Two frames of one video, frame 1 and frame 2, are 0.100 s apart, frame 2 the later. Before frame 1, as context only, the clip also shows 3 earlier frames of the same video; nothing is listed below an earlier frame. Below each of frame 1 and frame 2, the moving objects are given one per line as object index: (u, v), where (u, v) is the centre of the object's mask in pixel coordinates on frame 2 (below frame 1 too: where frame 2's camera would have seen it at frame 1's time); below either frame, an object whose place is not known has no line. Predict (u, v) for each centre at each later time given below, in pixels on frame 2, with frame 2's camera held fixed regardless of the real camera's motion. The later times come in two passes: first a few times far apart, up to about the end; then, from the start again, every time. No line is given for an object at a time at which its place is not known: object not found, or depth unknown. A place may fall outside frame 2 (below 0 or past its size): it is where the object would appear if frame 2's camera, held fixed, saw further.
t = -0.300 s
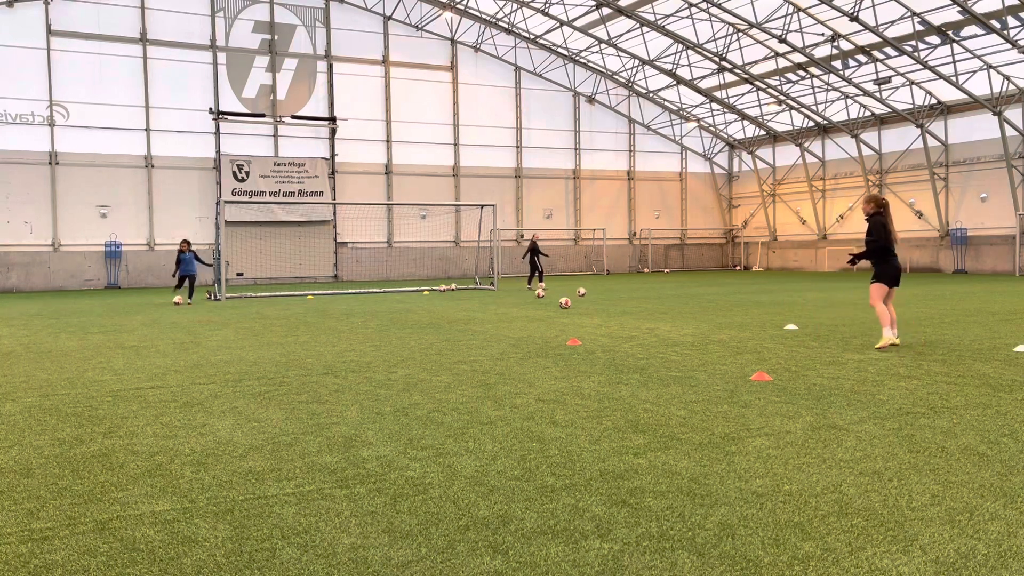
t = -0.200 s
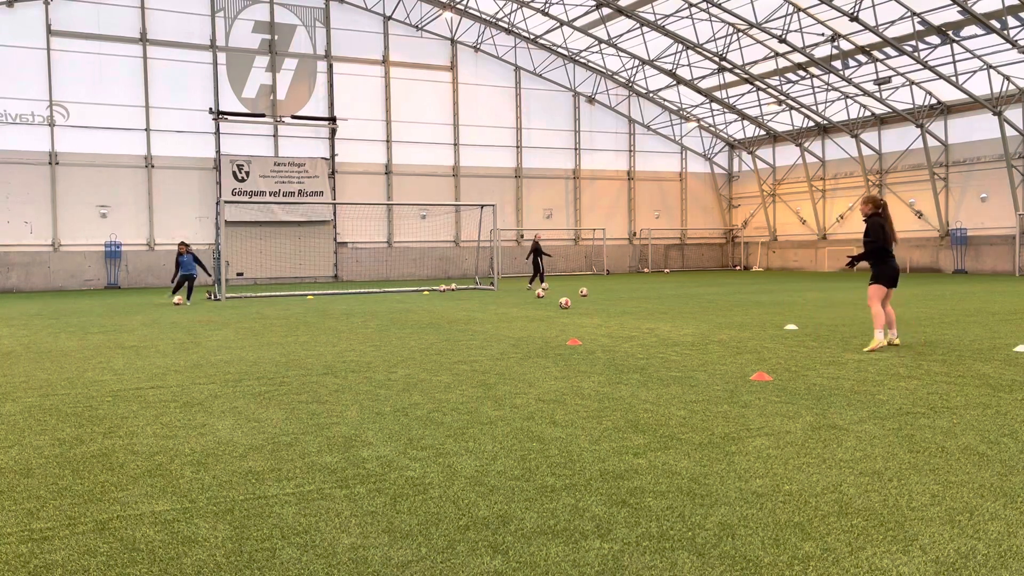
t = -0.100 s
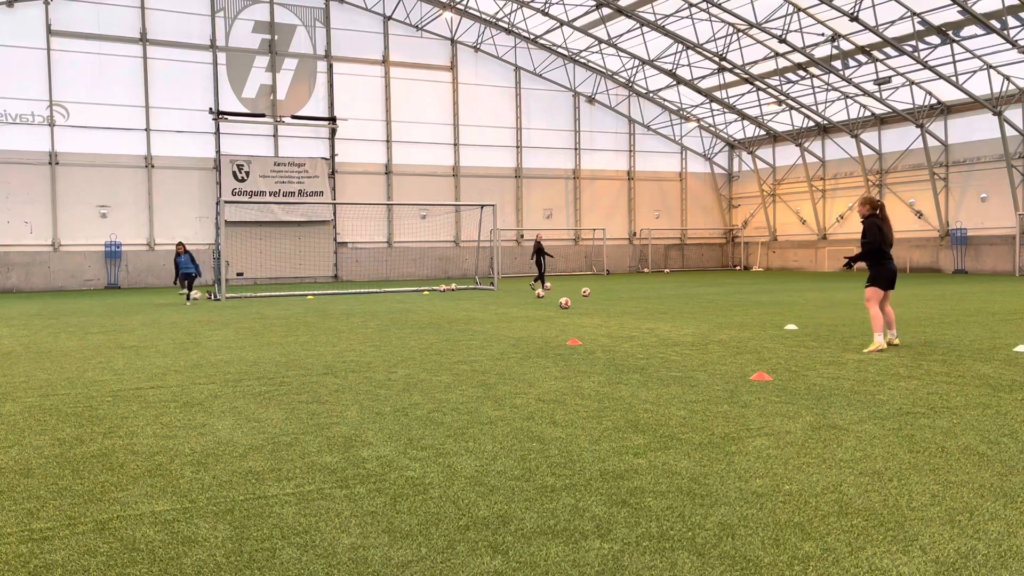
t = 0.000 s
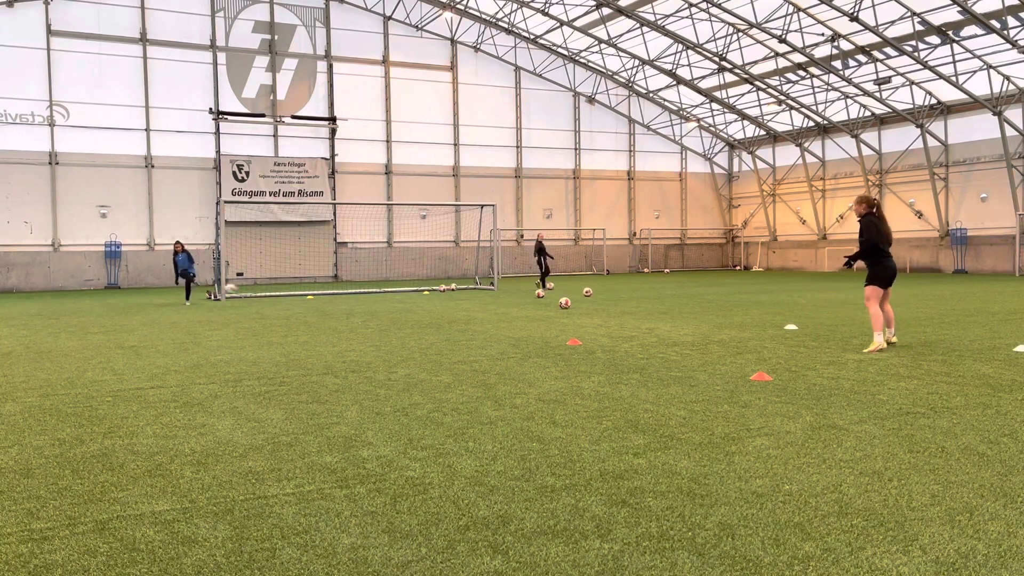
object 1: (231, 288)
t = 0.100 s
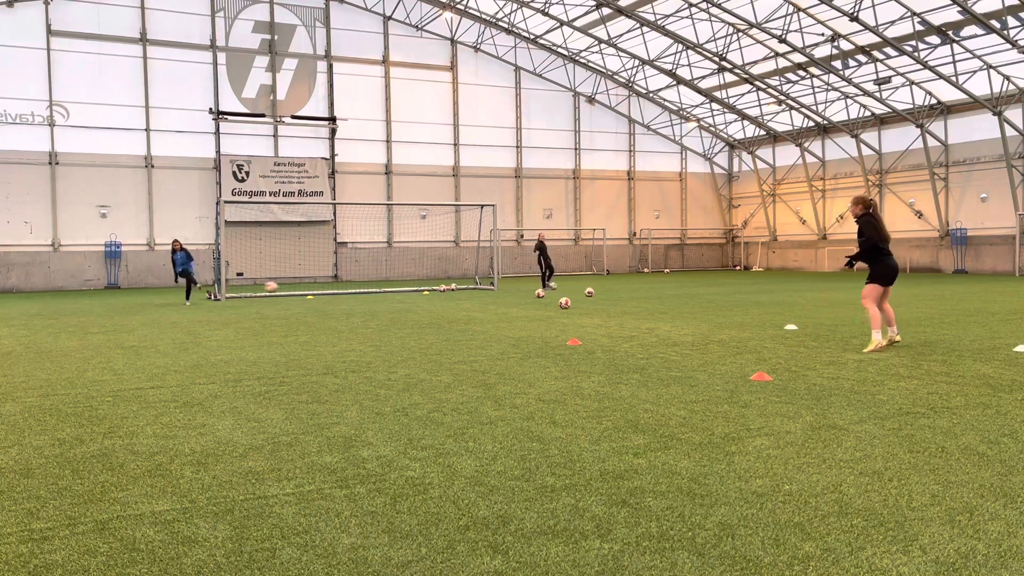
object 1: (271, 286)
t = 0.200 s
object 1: (319, 290)
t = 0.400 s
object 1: (442, 316)
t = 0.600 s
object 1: (570, 309)
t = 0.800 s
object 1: (729, 327)
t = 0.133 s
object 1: (286, 287)
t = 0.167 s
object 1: (303, 288)
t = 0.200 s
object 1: (319, 290)
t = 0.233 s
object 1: (338, 293)
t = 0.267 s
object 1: (357, 296)
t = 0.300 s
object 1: (377, 301)
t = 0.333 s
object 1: (399, 306)
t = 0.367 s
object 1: (420, 312)
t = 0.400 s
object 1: (442, 316)
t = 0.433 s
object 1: (461, 313)
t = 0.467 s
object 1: (481, 310)
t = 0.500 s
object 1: (502, 308)
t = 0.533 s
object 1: (523, 307)
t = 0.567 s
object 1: (546, 308)
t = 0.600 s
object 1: (570, 309)
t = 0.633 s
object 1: (594, 310)
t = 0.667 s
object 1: (621, 314)
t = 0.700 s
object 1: (647, 319)
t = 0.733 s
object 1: (674, 325)
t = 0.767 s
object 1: (704, 331)
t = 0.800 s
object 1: (729, 327)
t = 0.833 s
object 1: (754, 324)
